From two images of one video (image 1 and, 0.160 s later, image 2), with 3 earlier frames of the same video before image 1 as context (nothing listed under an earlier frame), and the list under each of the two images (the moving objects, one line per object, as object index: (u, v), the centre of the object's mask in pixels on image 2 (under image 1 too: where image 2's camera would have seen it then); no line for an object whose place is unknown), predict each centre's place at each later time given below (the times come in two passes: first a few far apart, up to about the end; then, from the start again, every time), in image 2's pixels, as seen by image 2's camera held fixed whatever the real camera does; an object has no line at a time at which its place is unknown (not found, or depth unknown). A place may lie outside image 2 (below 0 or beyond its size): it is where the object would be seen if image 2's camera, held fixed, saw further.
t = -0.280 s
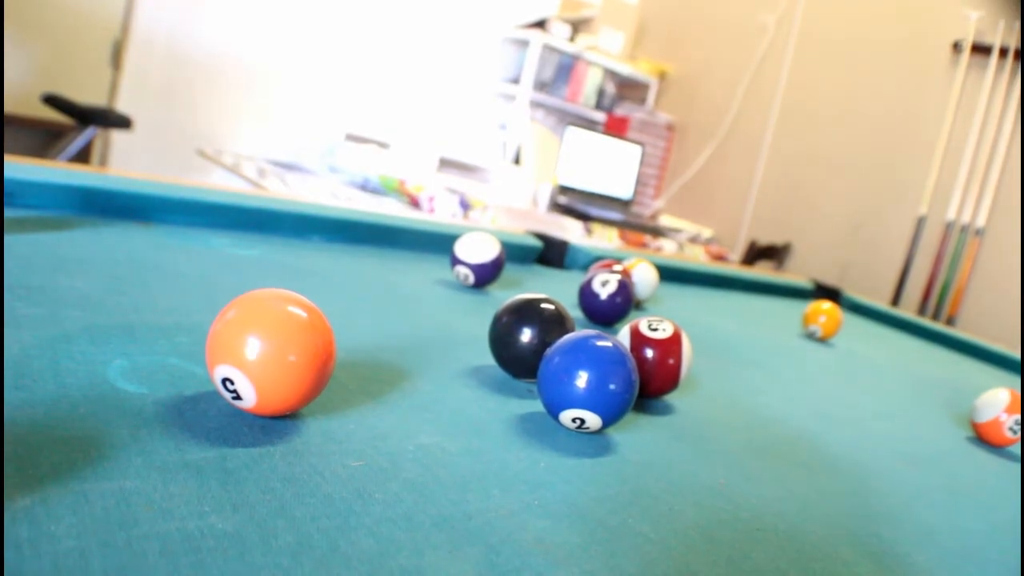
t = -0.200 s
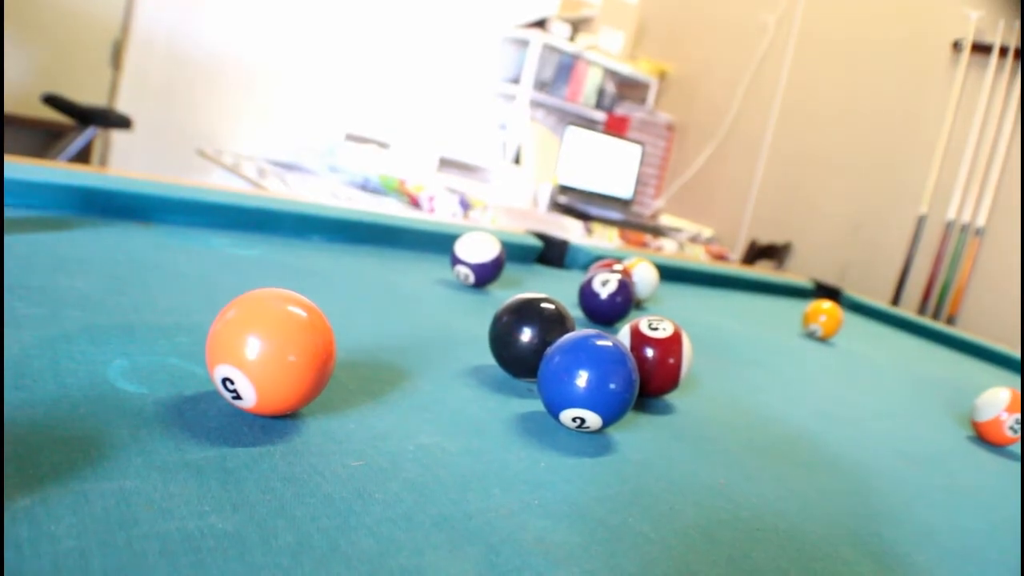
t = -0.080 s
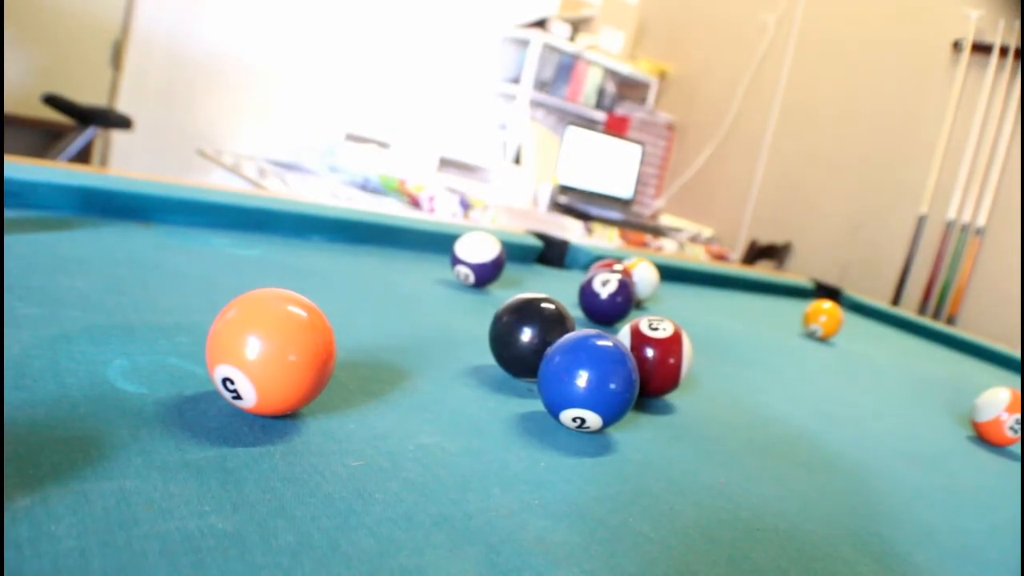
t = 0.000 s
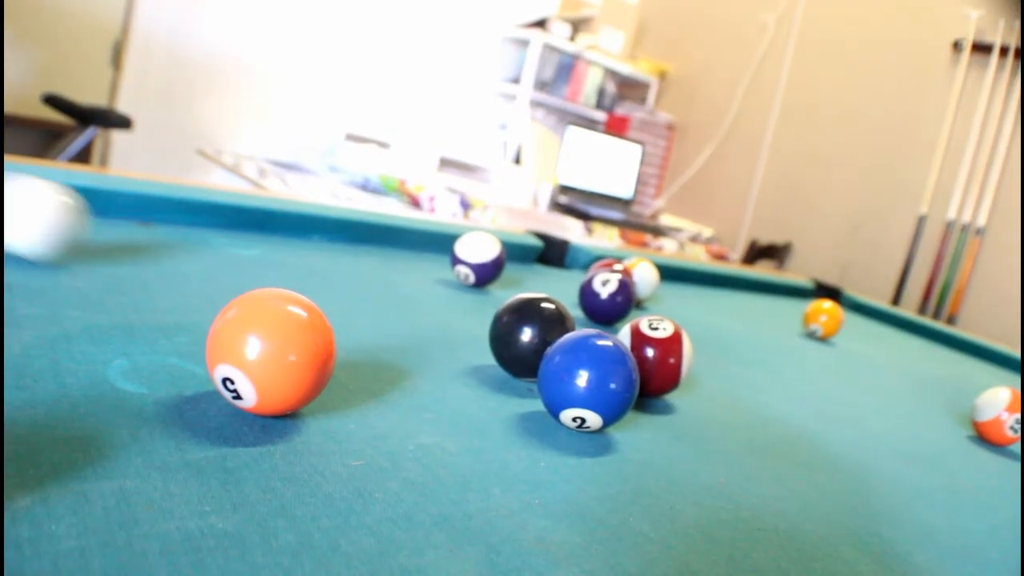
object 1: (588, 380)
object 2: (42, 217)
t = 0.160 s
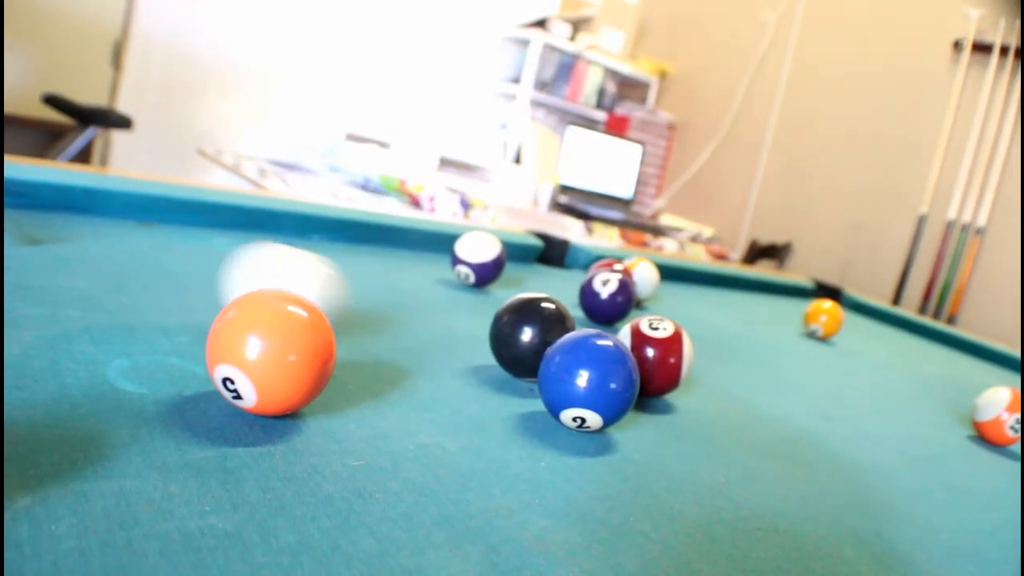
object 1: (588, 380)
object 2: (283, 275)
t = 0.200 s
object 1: (588, 380)
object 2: (360, 309)
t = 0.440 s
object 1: (818, 435)
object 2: (544, 382)
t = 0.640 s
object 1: (993, 476)
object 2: (659, 428)
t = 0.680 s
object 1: (1009, 483)
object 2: (682, 437)
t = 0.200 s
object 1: (588, 380)
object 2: (360, 309)
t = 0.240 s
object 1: (588, 380)
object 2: (422, 331)
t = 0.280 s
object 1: (591, 381)
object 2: (481, 351)
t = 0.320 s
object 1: (661, 398)
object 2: (494, 360)
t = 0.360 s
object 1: (722, 412)
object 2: (505, 365)
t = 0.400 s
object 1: (771, 423)
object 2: (523, 373)
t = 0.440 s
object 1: (818, 435)
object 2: (544, 382)
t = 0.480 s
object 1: (862, 443)
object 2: (566, 391)
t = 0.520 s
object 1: (901, 452)
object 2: (588, 400)
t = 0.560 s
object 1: (935, 460)
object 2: (611, 409)
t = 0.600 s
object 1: (969, 469)
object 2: (635, 419)
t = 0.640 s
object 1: (993, 476)
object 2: (659, 428)
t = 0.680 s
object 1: (1009, 483)
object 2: (682, 437)
